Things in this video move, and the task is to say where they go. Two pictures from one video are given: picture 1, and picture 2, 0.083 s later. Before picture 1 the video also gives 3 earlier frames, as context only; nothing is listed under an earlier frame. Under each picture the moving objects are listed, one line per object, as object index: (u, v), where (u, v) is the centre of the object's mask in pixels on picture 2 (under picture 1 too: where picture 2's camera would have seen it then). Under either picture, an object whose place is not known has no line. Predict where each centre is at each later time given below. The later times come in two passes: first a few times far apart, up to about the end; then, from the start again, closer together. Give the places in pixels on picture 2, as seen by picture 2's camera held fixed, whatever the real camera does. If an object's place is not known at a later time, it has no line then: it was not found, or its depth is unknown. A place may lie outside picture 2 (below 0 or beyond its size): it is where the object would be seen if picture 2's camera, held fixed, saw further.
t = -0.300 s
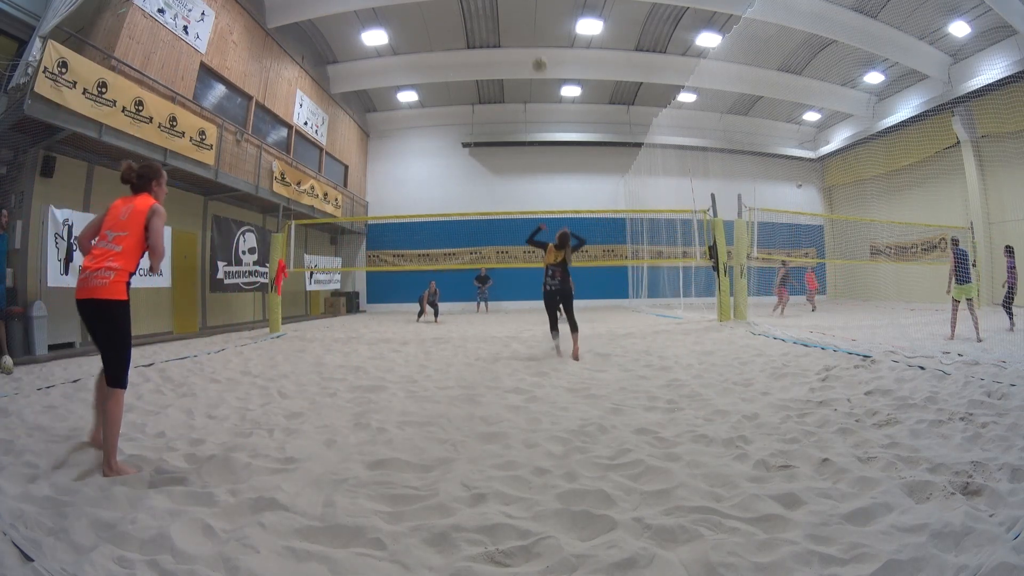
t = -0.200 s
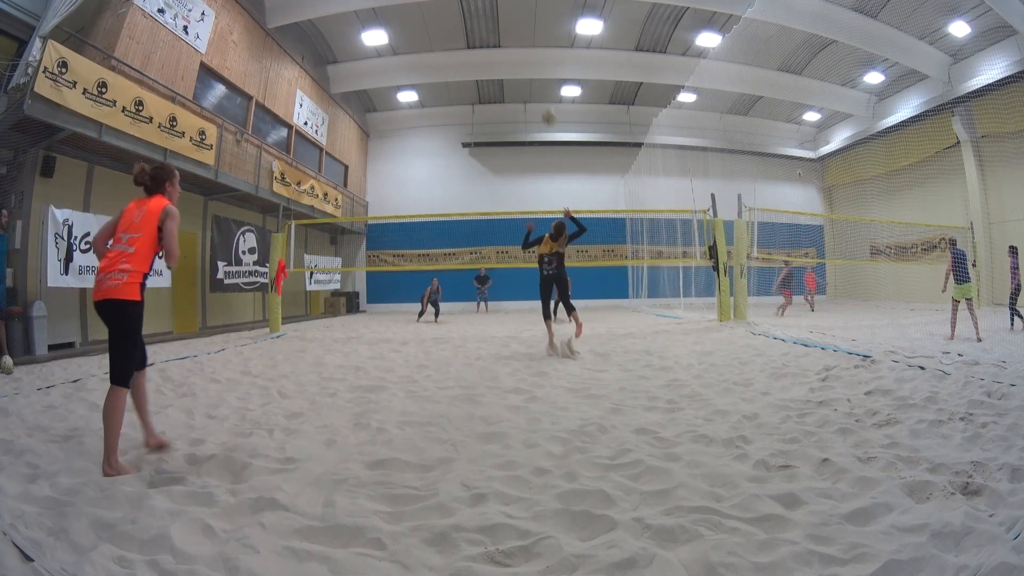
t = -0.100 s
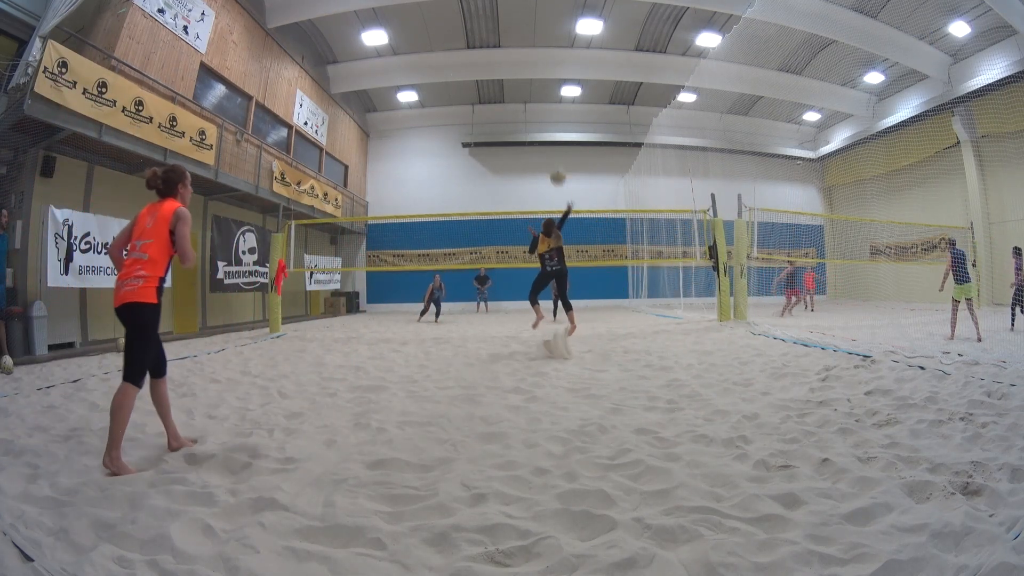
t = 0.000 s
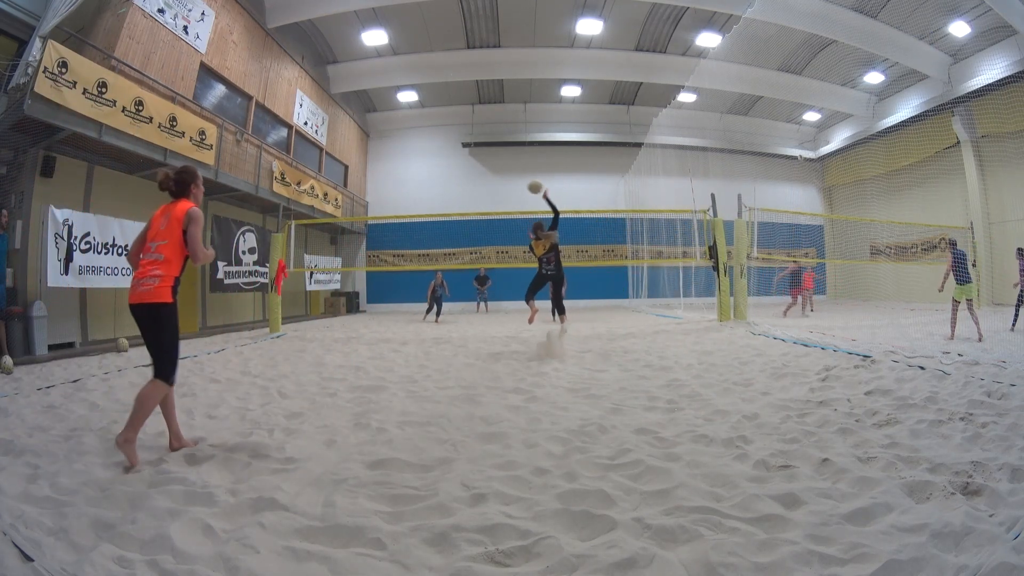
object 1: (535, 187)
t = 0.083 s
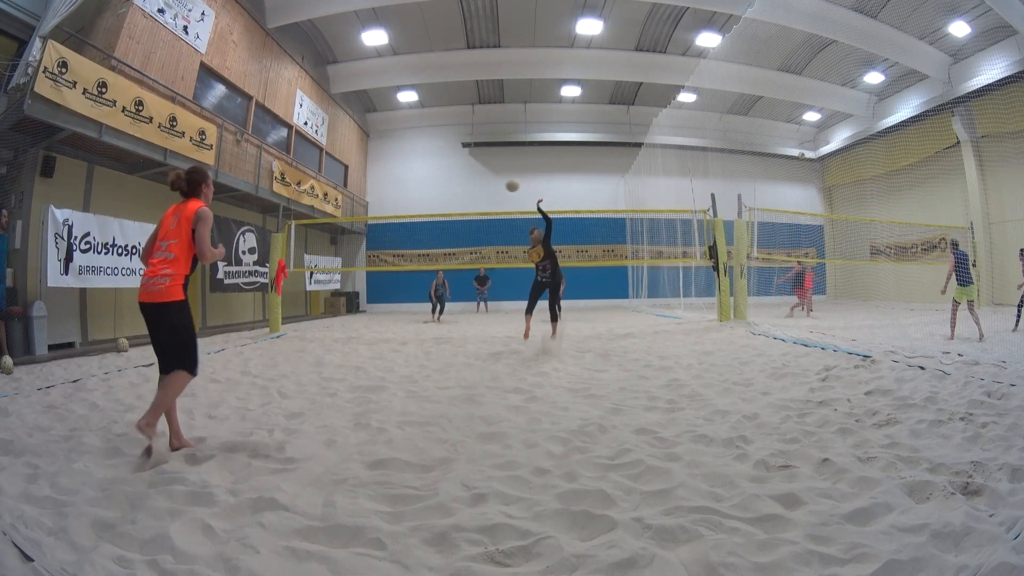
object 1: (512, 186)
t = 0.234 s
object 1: (482, 195)
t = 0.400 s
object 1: (460, 216)
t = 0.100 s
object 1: (508, 186)
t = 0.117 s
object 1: (504, 187)
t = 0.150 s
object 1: (497, 189)
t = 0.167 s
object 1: (494, 190)
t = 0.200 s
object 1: (488, 192)
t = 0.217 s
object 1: (485, 193)
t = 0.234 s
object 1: (482, 195)
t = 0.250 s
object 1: (480, 197)
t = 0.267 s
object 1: (477, 198)
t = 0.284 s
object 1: (475, 200)
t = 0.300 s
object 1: (472, 202)
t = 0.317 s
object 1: (470, 204)
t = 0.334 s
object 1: (468, 206)
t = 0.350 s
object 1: (466, 209)
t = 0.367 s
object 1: (464, 210)
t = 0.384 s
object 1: (462, 212)
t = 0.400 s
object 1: (460, 216)
